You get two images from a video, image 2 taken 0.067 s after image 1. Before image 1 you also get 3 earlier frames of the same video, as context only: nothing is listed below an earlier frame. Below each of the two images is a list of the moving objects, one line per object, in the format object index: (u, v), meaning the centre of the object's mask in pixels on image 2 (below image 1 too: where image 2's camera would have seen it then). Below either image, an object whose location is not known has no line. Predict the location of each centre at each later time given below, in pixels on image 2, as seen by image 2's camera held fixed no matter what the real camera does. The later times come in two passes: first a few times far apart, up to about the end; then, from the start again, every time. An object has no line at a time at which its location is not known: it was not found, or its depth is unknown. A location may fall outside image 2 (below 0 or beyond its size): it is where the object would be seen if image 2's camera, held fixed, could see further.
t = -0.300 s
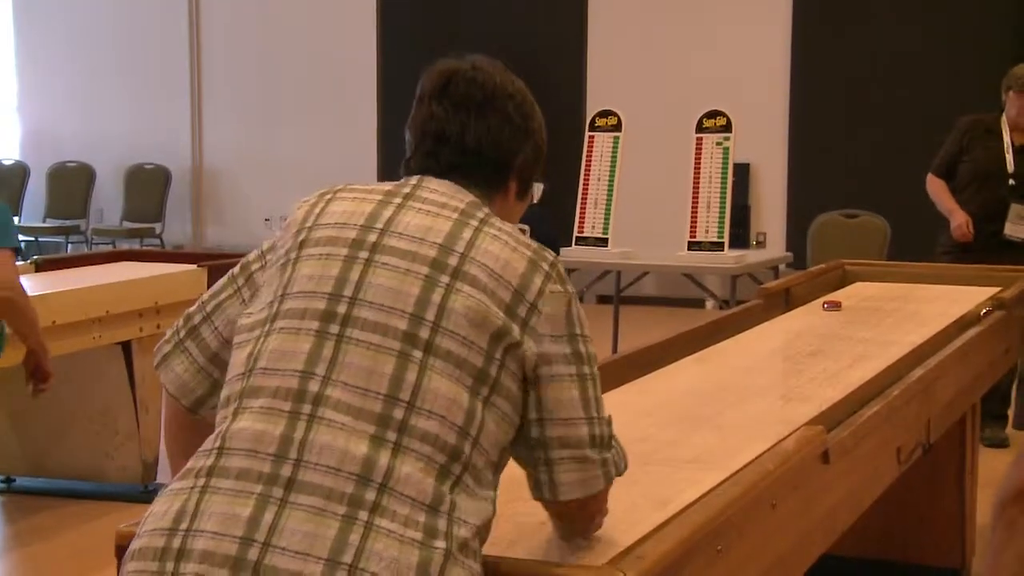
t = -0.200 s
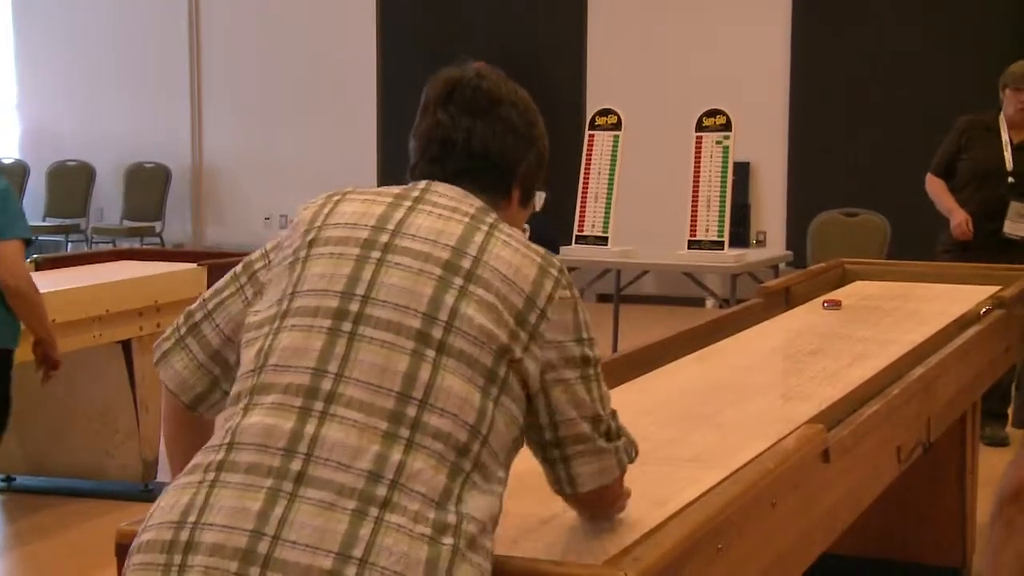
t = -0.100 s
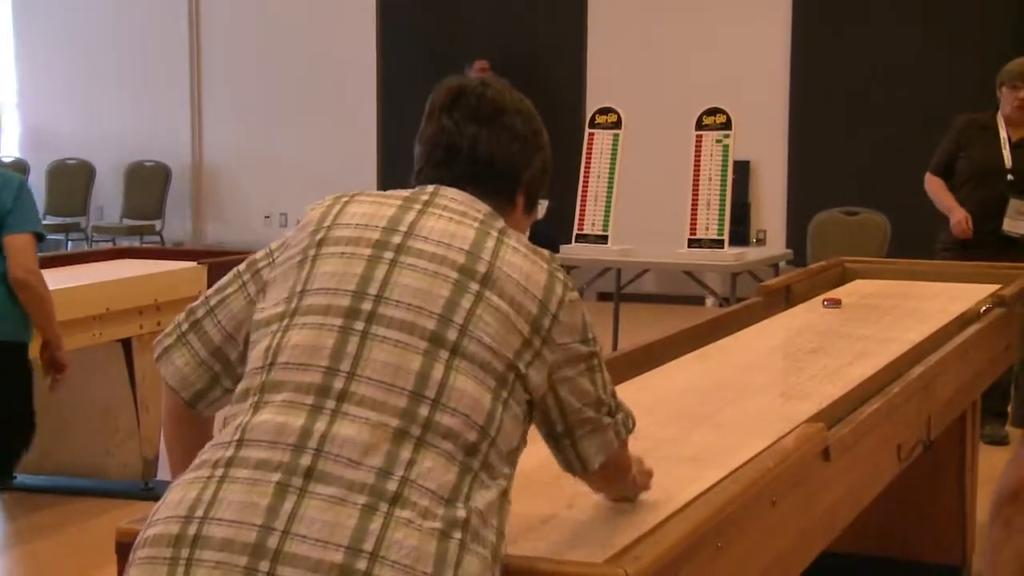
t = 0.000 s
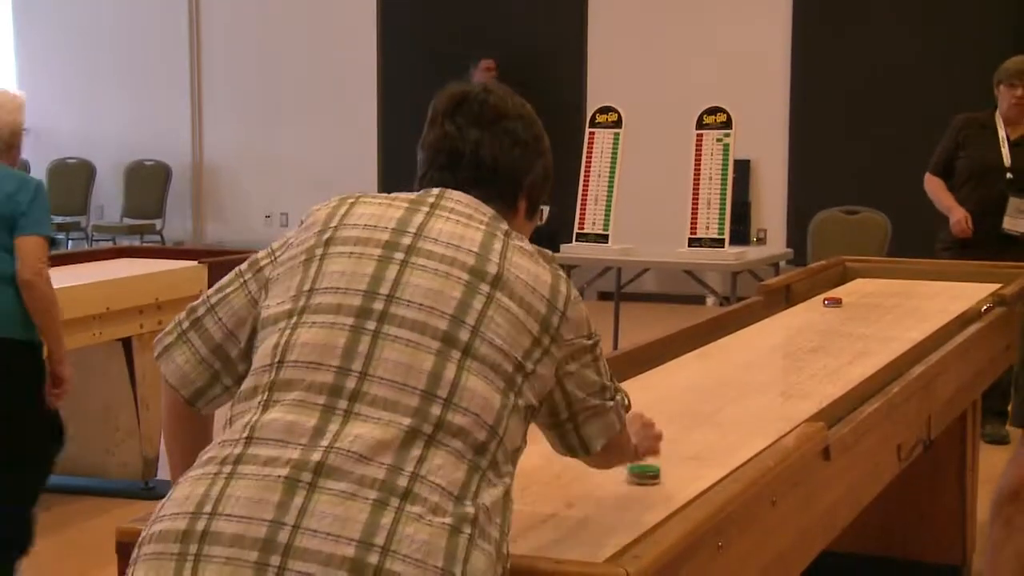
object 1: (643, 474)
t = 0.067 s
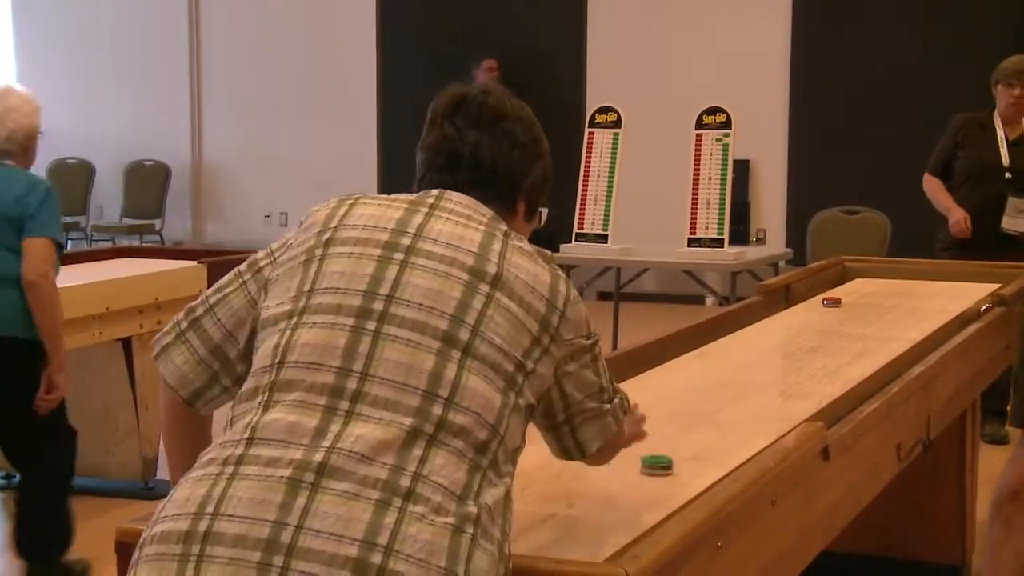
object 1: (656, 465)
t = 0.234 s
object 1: (686, 444)
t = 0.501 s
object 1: (727, 417)
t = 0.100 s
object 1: (663, 460)
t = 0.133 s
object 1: (669, 456)
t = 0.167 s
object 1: (675, 452)
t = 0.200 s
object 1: (681, 448)
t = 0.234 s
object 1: (686, 444)
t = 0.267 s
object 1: (692, 440)
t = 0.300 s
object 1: (698, 436)
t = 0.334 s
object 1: (703, 433)
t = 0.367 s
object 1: (708, 429)
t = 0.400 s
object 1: (713, 426)
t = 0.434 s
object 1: (717, 423)
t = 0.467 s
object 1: (722, 419)
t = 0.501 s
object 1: (727, 417)
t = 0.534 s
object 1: (731, 414)
